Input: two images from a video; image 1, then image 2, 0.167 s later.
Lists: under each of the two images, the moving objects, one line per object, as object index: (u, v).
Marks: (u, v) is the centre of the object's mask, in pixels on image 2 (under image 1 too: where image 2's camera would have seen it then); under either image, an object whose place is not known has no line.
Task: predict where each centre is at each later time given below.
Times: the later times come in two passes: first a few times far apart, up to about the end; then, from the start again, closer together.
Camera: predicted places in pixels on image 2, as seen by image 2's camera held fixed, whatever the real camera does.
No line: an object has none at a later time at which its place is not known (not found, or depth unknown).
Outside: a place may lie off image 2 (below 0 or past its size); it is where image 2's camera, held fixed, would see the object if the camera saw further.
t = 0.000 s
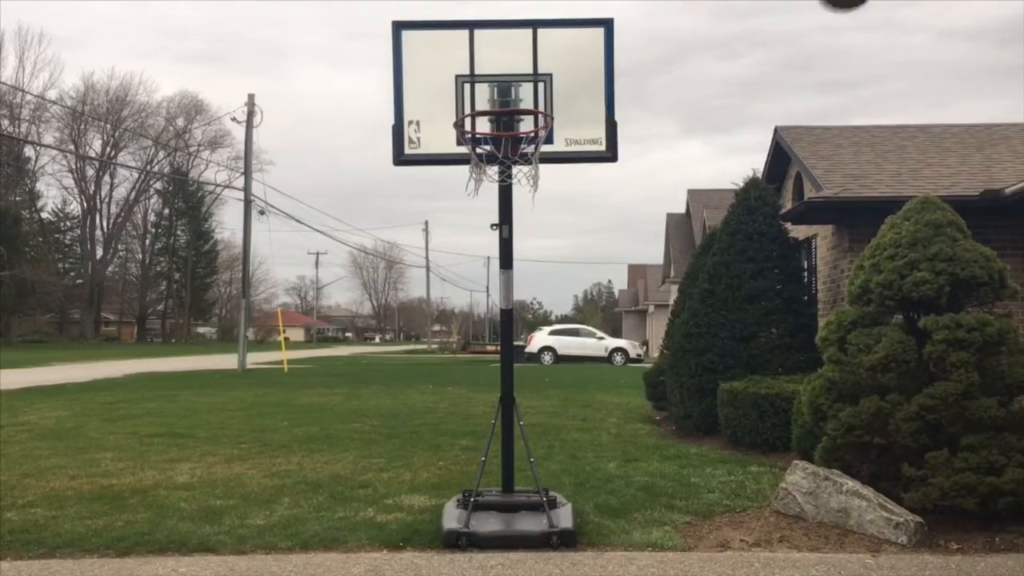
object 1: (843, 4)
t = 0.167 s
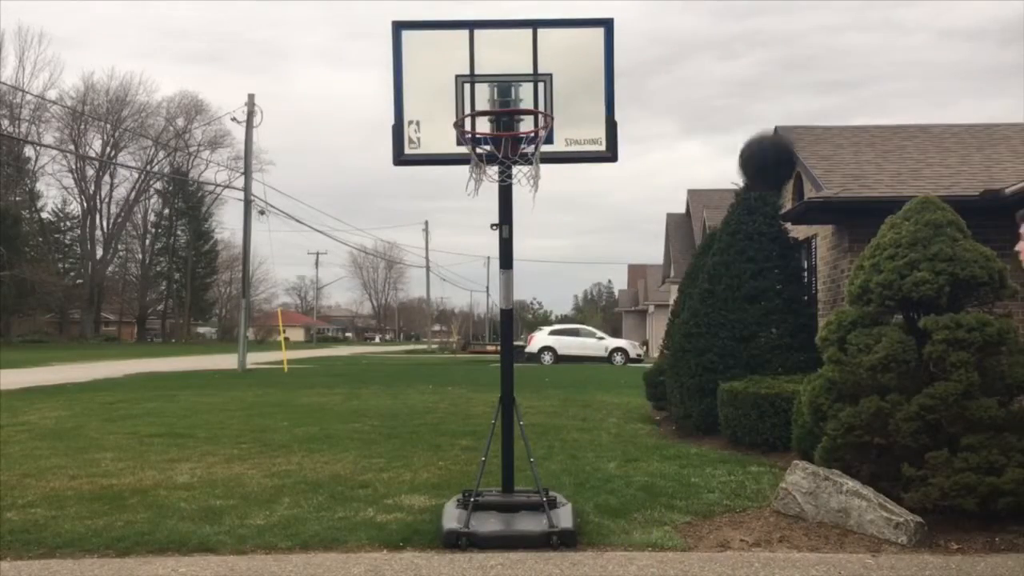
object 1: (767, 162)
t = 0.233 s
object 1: (740, 246)
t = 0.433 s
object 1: (661, 554)
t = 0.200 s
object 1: (752, 202)
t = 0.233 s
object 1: (740, 246)
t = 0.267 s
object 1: (725, 294)
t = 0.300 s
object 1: (714, 338)
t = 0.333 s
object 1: (699, 390)
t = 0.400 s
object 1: (673, 501)
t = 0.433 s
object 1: (661, 554)
